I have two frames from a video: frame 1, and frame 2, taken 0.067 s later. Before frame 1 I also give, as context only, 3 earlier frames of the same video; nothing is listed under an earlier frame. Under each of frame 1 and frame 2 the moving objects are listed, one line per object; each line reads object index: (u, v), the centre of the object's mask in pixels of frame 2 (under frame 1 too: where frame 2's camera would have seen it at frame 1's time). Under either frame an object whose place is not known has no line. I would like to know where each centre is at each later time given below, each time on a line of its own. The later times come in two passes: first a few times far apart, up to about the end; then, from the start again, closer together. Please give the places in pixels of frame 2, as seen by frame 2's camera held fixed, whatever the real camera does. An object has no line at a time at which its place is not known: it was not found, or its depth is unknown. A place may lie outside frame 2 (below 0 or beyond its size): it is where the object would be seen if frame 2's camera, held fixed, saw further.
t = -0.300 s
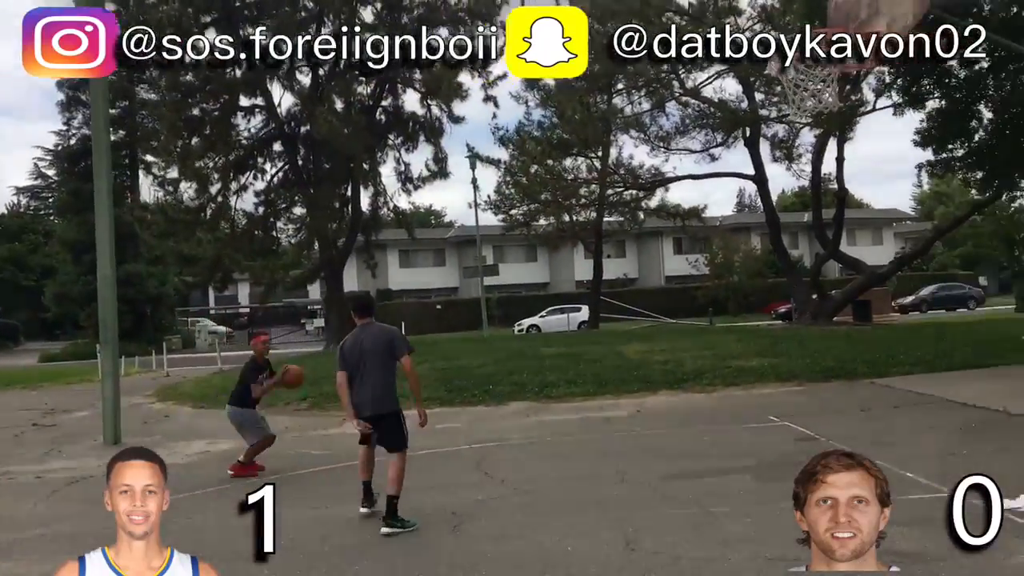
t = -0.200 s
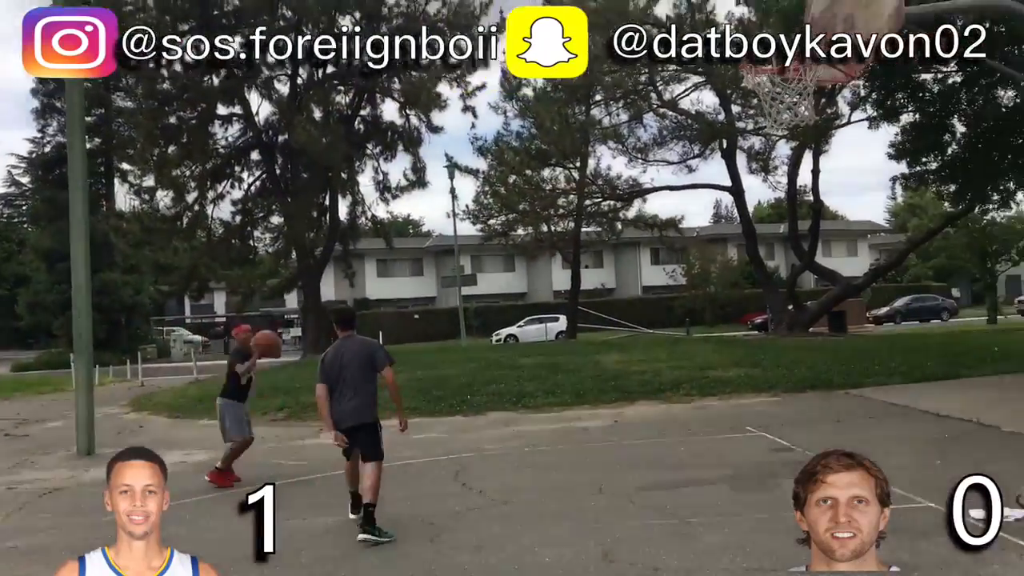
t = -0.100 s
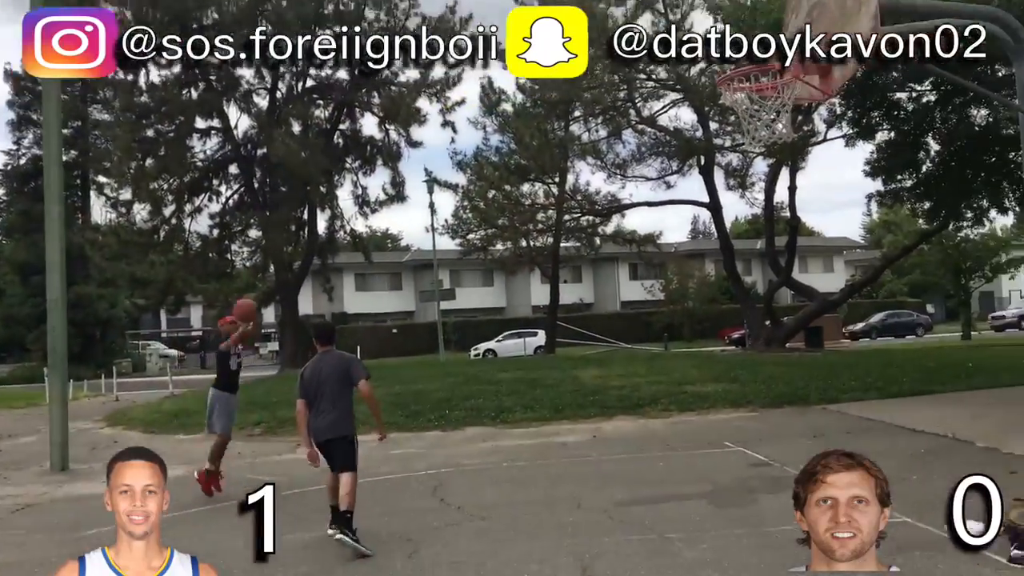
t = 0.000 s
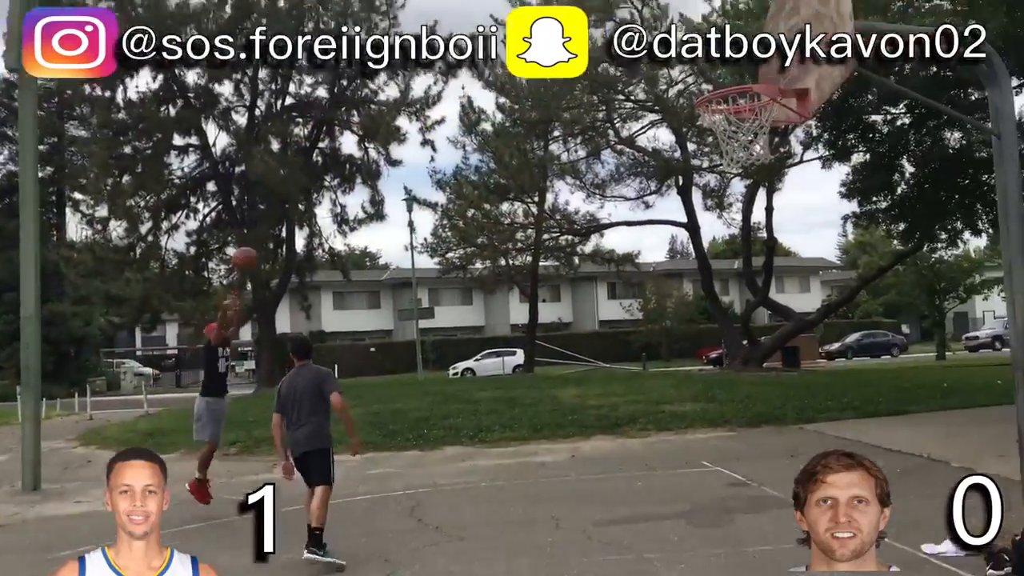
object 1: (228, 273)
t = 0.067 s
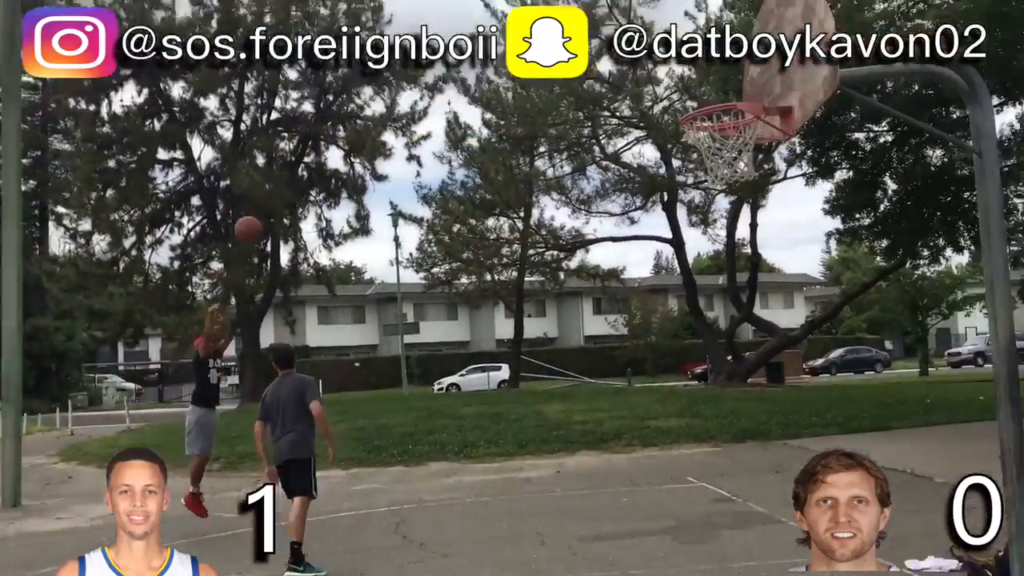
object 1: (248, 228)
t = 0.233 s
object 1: (296, 130)
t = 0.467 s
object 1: (372, 28)
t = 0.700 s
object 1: (463, -23)
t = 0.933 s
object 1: (574, -3)
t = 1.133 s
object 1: (696, 82)
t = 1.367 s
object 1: (711, 243)
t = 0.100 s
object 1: (258, 207)
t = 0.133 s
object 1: (267, 186)
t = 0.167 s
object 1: (277, 168)
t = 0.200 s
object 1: (286, 148)
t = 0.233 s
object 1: (296, 130)
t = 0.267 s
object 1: (304, 112)
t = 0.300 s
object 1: (316, 96)
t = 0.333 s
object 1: (326, 81)
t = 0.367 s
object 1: (336, 66)
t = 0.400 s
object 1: (349, 53)
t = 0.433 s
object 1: (359, 41)
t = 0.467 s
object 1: (372, 28)
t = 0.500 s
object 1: (383, 17)
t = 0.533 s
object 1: (397, 6)
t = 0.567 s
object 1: (409, -2)
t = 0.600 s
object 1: (422, -9)
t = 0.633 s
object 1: (435, -15)
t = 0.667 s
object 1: (449, -20)
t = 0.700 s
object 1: (463, -23)
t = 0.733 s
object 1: (478, -26)
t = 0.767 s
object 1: (492, -26)
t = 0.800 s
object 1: (508, -25)
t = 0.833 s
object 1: (524, -22)
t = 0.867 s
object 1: (541, -19)
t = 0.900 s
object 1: (558, -12)
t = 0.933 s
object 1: (574, -3)
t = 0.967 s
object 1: (592, 7)
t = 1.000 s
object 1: (610, 17)
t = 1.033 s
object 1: (631, 30)
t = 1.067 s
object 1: (650, 46)
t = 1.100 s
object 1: (672, 63)
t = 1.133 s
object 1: (696, 82)
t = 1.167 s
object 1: (717, 97)
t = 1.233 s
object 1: (738, 152)
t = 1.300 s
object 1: (725, 196)
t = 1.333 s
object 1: (716, 219)
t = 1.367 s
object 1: (711, 243)
